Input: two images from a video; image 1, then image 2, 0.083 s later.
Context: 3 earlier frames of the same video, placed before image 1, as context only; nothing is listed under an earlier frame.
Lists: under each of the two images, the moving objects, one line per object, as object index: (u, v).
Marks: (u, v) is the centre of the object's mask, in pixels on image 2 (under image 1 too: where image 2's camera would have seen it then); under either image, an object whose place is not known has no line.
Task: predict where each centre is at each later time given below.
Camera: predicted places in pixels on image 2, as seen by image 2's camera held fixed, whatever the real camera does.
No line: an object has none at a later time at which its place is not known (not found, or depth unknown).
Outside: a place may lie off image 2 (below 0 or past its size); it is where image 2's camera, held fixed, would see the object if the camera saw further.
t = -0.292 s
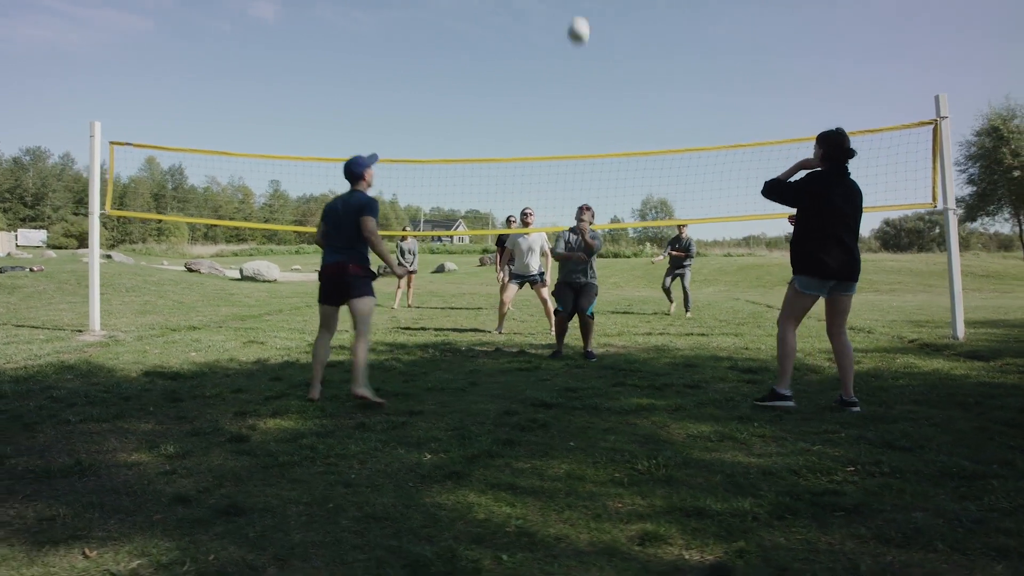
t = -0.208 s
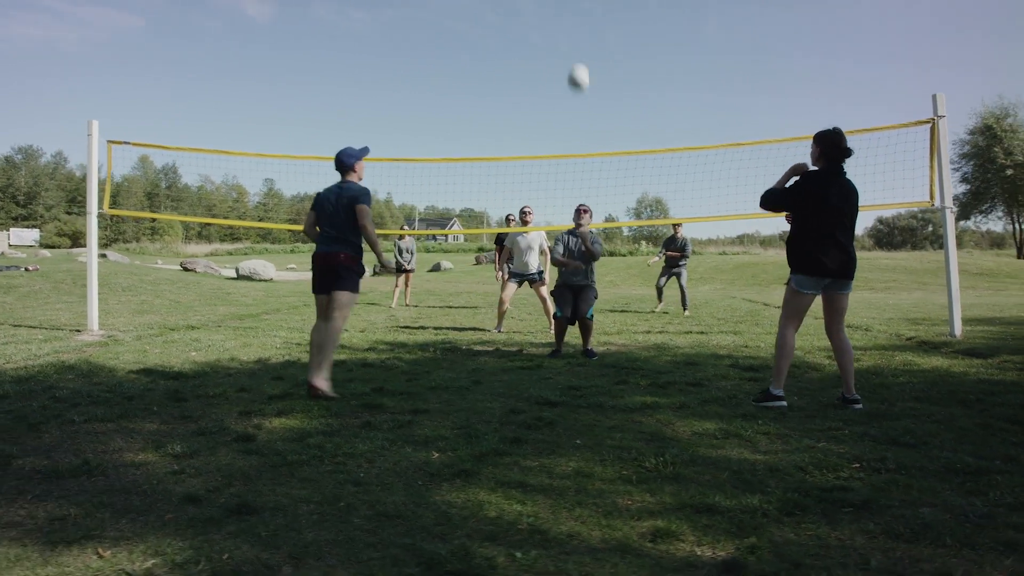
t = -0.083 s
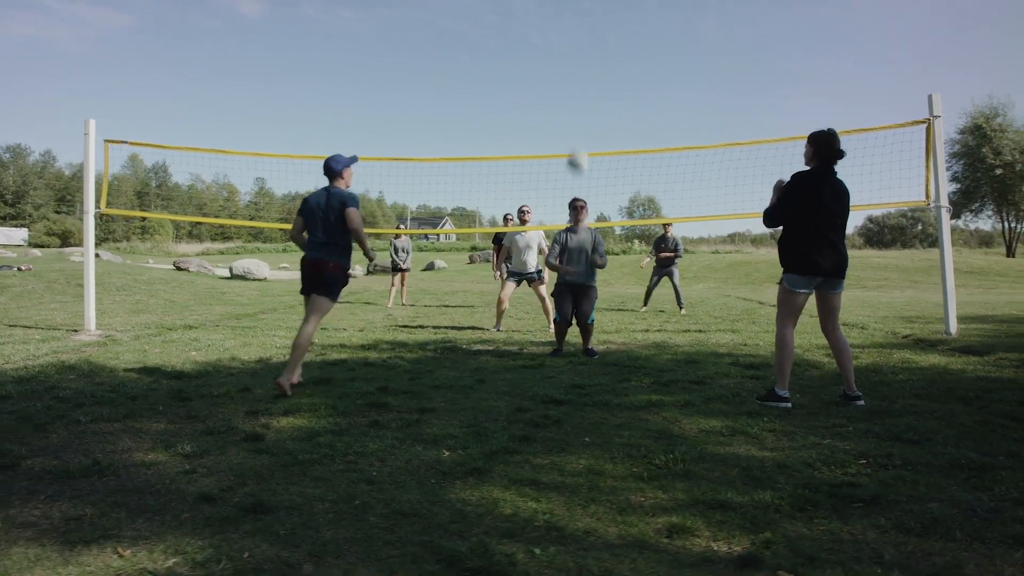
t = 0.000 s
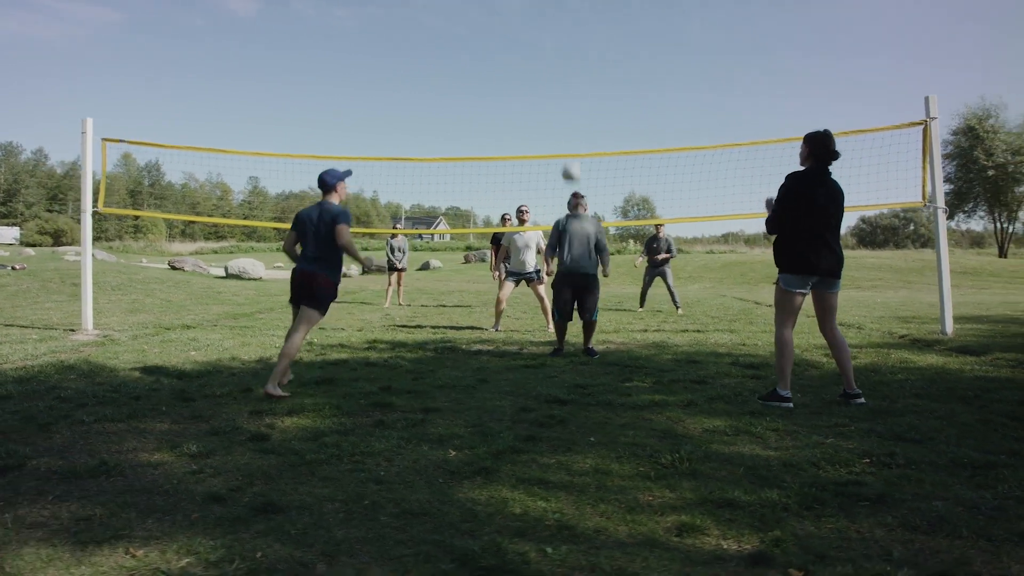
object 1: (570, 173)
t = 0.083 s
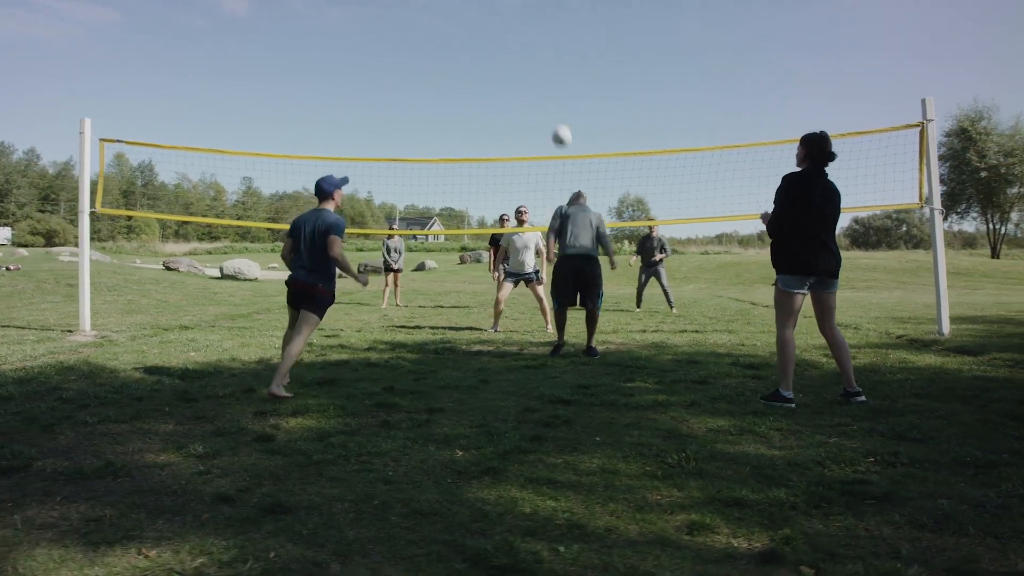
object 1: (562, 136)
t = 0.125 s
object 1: (557, 121)
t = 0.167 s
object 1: (553, 108)
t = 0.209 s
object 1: (550, 98)
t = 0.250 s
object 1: (547, 89)
